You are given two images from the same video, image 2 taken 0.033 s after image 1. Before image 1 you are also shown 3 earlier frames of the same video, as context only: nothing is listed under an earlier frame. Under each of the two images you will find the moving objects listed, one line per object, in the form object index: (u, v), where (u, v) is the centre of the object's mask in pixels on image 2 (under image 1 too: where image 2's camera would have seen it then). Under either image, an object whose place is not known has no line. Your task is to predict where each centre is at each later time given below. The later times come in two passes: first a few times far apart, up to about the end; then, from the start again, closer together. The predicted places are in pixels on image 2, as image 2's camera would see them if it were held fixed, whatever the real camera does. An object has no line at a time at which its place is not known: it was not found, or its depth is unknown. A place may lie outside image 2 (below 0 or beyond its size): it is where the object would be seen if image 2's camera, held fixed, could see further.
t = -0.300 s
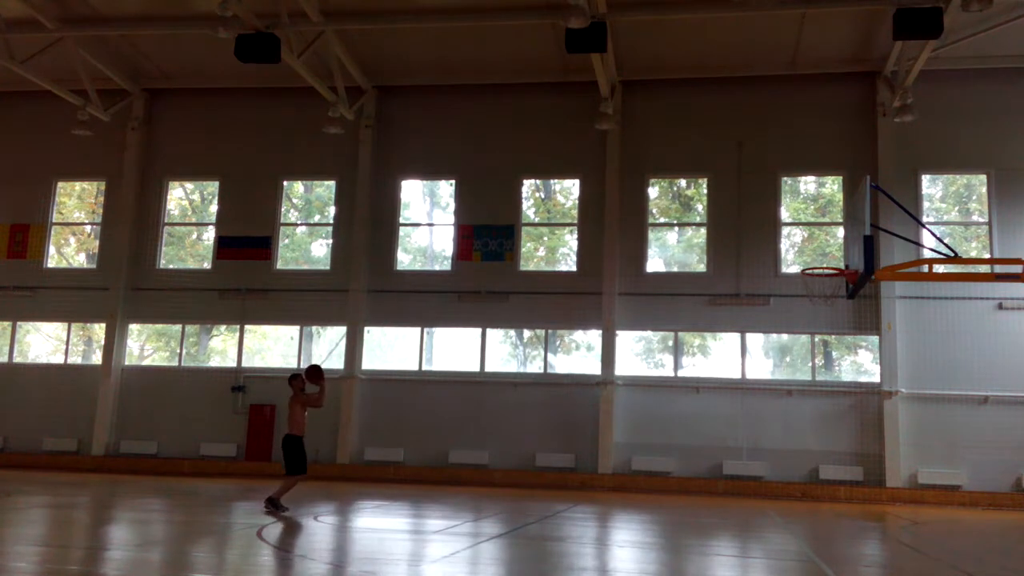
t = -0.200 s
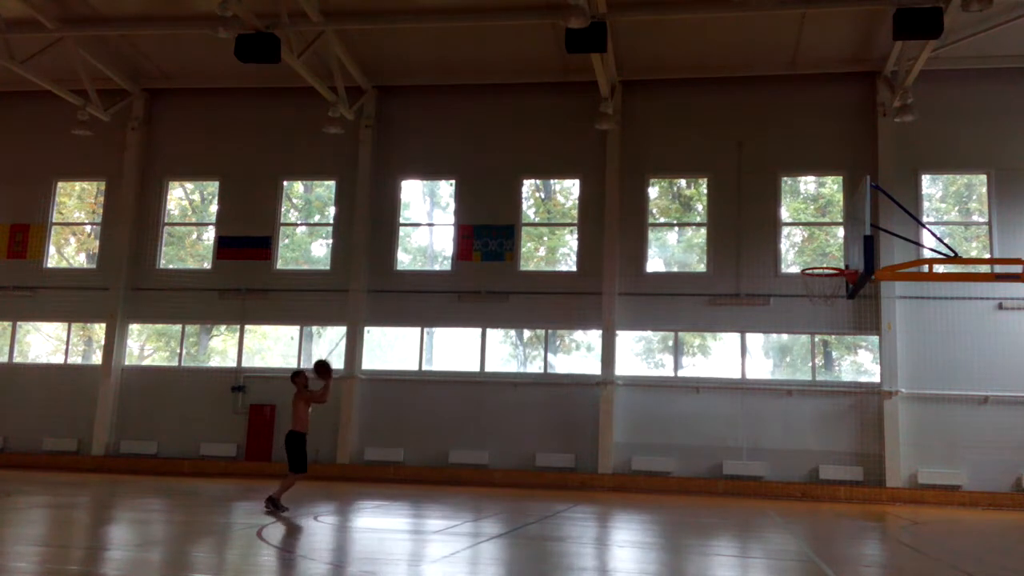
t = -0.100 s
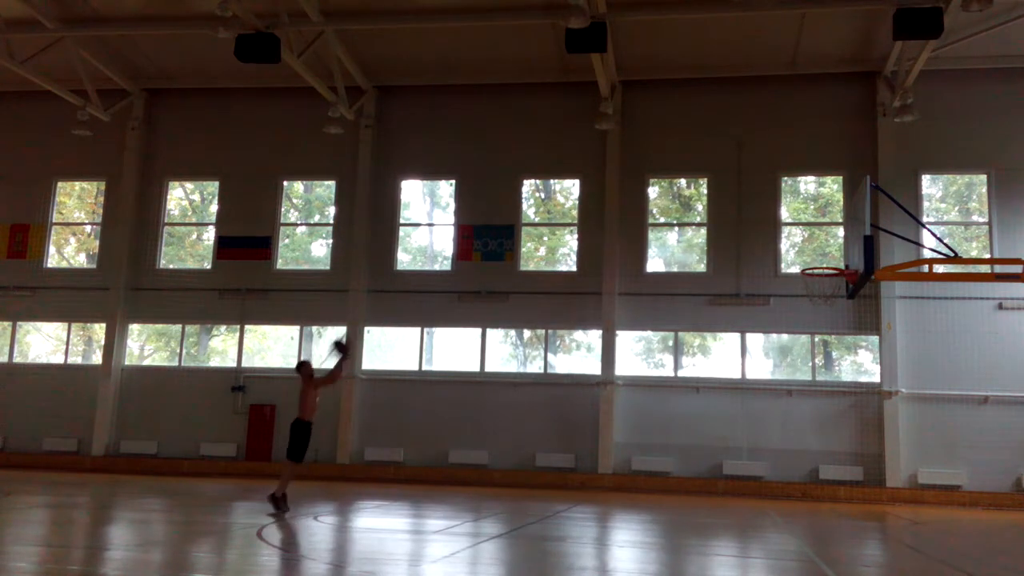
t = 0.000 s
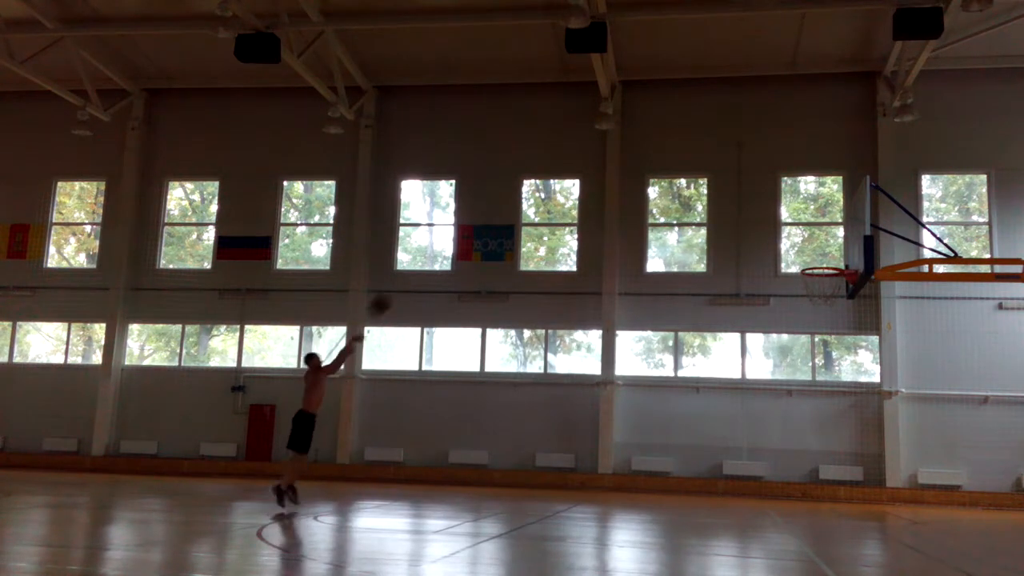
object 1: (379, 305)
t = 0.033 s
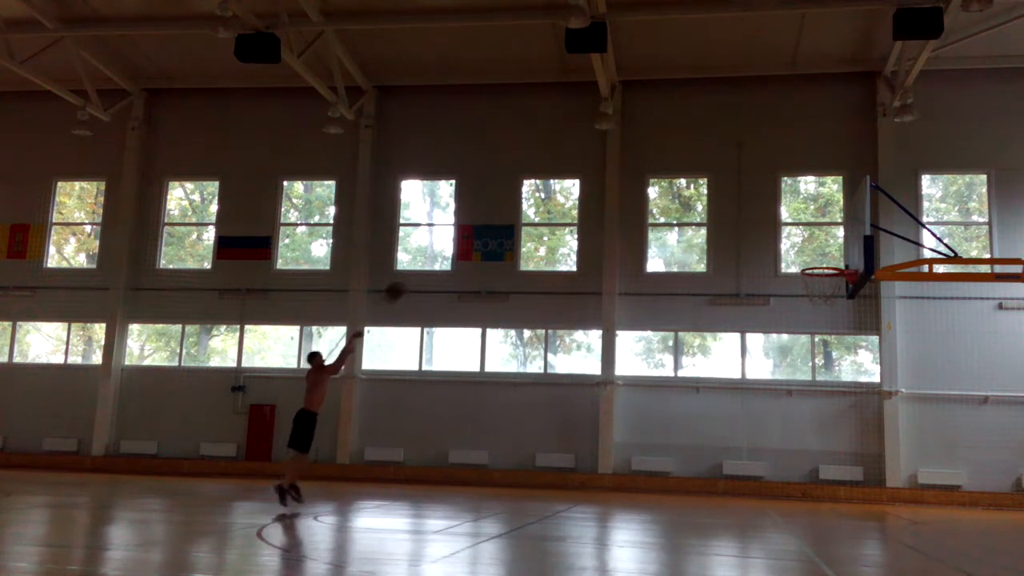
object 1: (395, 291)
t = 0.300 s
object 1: (507, 212)
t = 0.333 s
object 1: (519, 206)
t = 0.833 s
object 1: (733, 207)
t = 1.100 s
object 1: (818, 287)
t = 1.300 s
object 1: (790, 285)
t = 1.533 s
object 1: (765, 319)
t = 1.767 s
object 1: (740, 397)
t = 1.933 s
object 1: (722, 483)
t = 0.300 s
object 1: (507, 212)
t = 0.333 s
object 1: (519, 206)
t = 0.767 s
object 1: (706, 197)
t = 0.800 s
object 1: (719, 202)
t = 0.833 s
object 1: (733, 207)
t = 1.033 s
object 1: (826, 261)
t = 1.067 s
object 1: (829, 276)
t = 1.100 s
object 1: (818, 287)
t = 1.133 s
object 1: (809, 293)
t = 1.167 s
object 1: (803, 292)
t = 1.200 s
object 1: (800, 287)
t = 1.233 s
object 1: (798, 284)
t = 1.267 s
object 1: (794, 284)
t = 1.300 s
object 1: (790, 285)
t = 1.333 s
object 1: (787, 287)
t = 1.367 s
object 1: (783, 291)
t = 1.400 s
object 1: (779, 294)
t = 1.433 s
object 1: (776, 299)
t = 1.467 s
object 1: (772, 305)
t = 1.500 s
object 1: (768, 312)
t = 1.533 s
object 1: (765, 319)
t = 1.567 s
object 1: (762, 326)
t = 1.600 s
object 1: (758, 335)
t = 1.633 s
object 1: (753, 347)
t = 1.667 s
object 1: (749, 357)
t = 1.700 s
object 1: (746, 371)
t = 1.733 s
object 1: (743, 385)
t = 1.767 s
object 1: (740, 397)
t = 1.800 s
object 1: (736, 413)
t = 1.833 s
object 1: (733, 428)
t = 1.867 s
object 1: (730, 445)
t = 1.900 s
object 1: (726, 461)
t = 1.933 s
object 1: (722, 483)
